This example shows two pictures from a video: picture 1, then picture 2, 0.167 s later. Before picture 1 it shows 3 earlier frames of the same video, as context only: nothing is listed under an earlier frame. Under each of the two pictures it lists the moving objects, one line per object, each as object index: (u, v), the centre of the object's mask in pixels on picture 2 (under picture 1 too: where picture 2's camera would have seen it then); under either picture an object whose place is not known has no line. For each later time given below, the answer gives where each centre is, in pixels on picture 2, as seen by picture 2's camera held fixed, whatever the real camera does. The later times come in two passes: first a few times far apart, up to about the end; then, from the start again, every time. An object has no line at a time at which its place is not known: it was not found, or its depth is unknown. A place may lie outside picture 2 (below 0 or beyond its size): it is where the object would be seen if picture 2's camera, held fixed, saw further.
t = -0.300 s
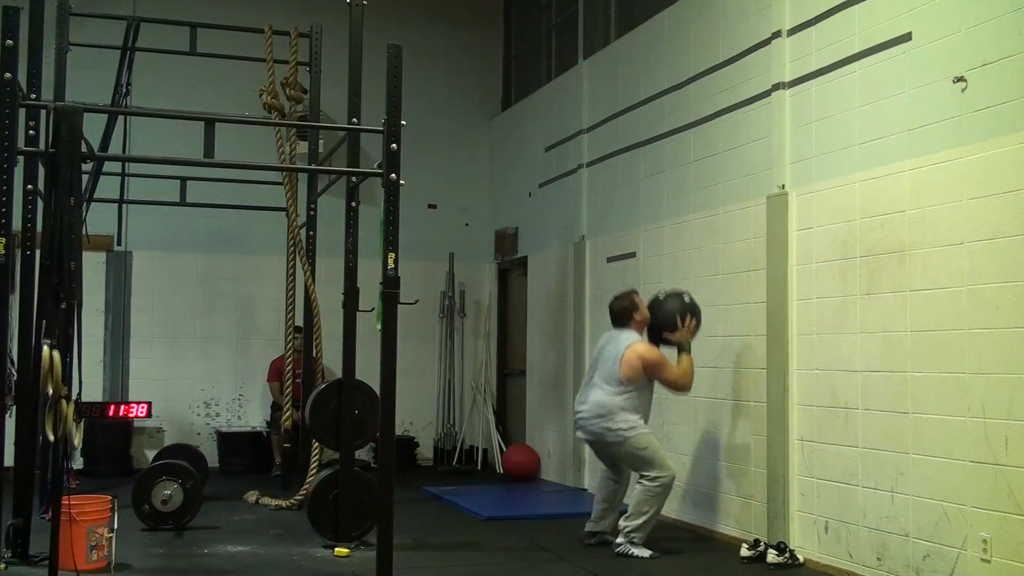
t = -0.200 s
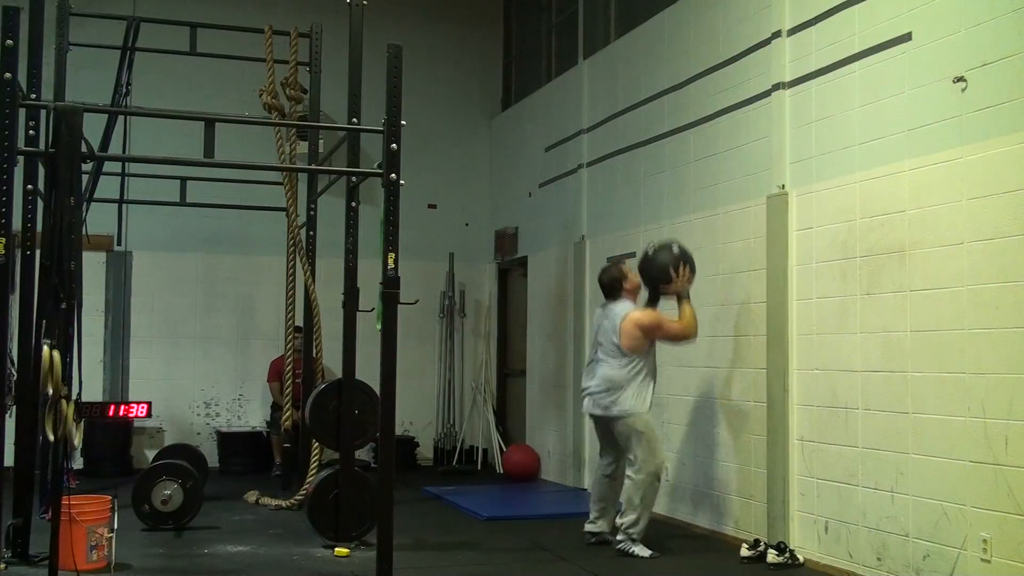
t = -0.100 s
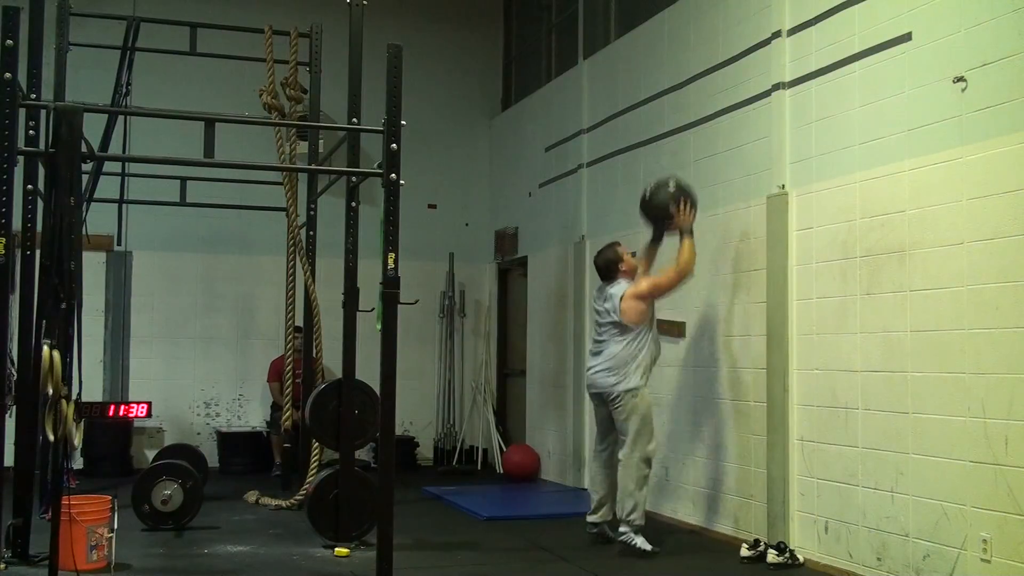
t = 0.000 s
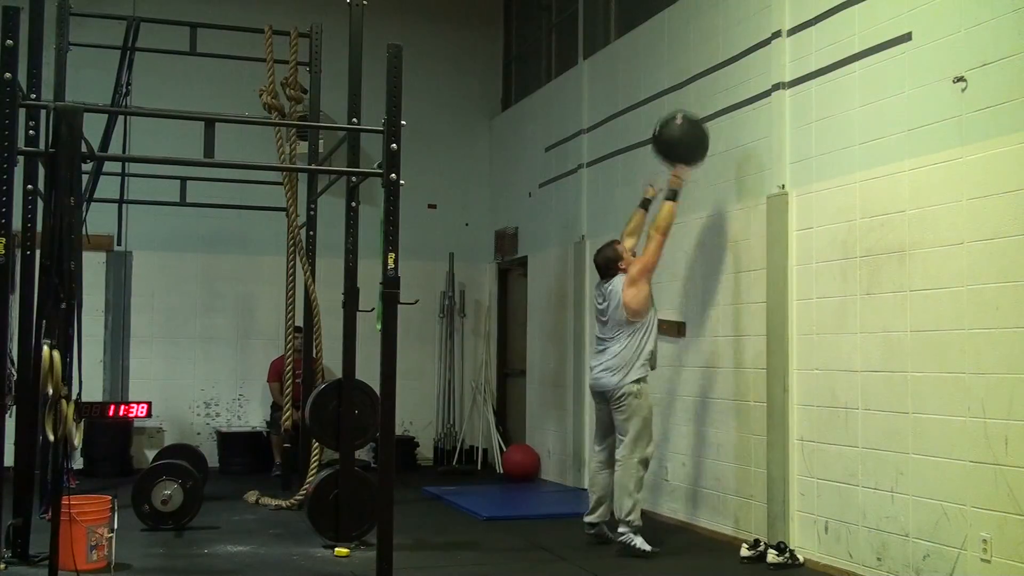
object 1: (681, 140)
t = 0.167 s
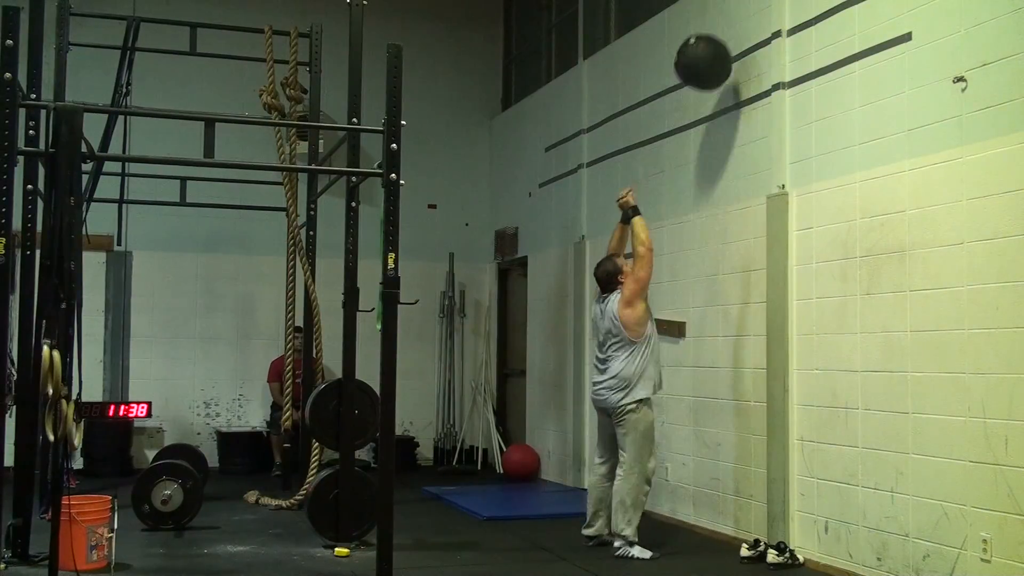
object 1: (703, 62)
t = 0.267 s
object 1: (718, 37)
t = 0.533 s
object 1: (704, 41)
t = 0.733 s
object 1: (687, 116)
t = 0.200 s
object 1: (708, 52)
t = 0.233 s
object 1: (712, 43)
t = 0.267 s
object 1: (718, 37)
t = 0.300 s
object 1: (722, 32)
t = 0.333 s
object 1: (722, 29)
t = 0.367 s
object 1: (720, 28)
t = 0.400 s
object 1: (718, 28)
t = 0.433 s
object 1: (713, 28)
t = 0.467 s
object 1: (710, 31)
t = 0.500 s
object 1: (707, 35)
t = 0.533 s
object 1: (704, 41)
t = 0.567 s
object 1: (702, 49)
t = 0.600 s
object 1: (699, 59)
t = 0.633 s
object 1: (696, 71)
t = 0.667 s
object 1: (693, 84)
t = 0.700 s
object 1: (690, 99)
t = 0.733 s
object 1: (687, 116)
